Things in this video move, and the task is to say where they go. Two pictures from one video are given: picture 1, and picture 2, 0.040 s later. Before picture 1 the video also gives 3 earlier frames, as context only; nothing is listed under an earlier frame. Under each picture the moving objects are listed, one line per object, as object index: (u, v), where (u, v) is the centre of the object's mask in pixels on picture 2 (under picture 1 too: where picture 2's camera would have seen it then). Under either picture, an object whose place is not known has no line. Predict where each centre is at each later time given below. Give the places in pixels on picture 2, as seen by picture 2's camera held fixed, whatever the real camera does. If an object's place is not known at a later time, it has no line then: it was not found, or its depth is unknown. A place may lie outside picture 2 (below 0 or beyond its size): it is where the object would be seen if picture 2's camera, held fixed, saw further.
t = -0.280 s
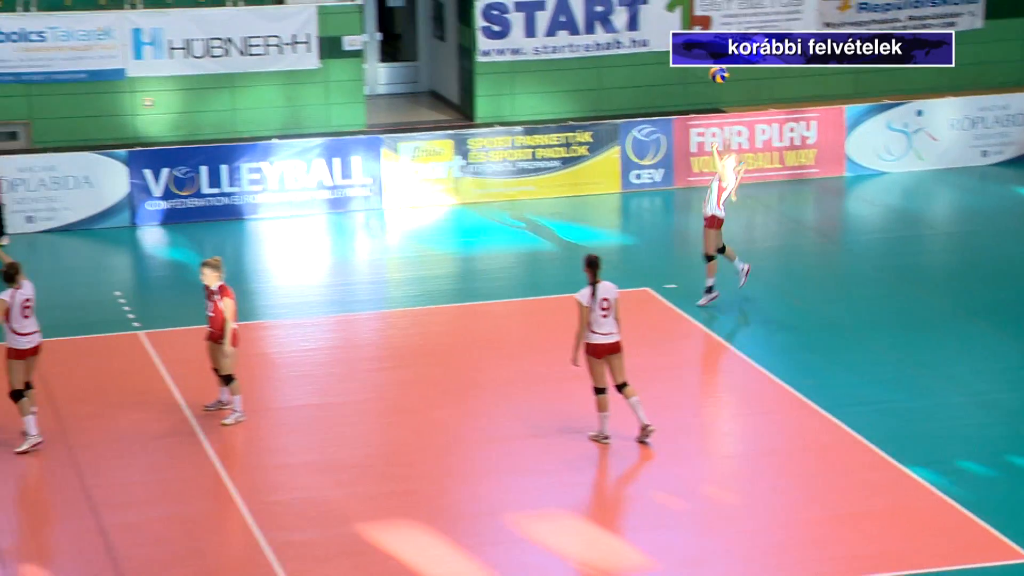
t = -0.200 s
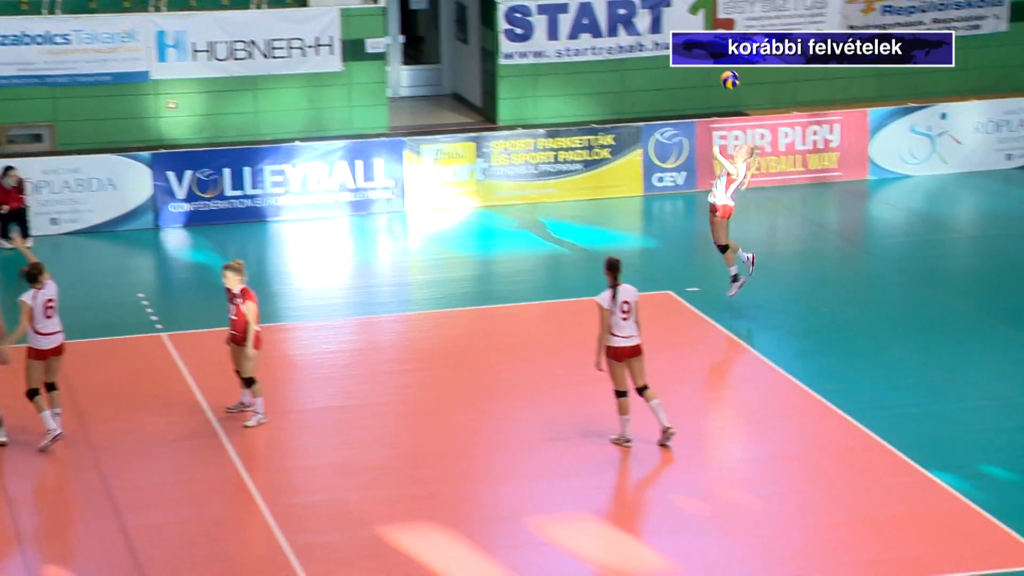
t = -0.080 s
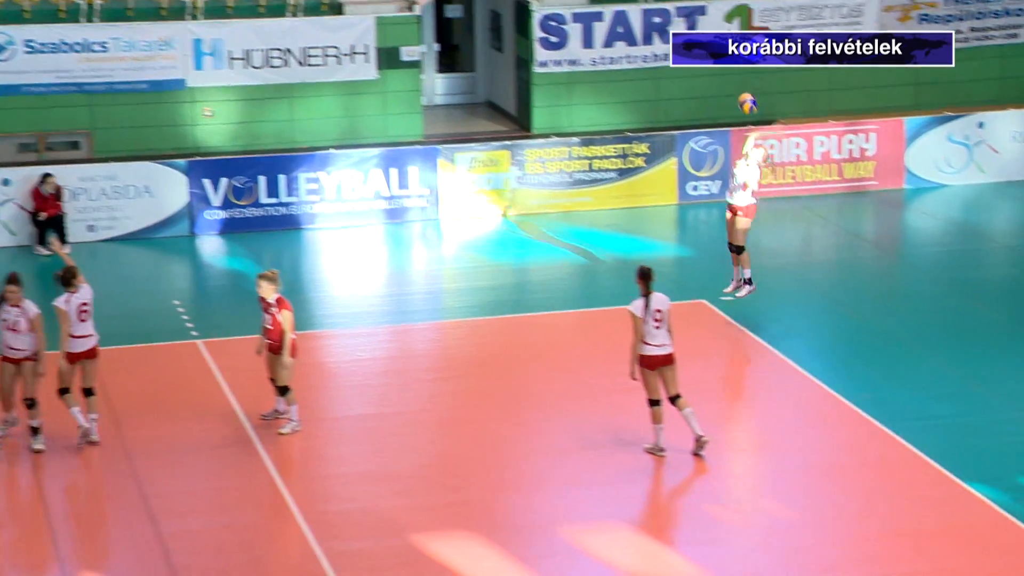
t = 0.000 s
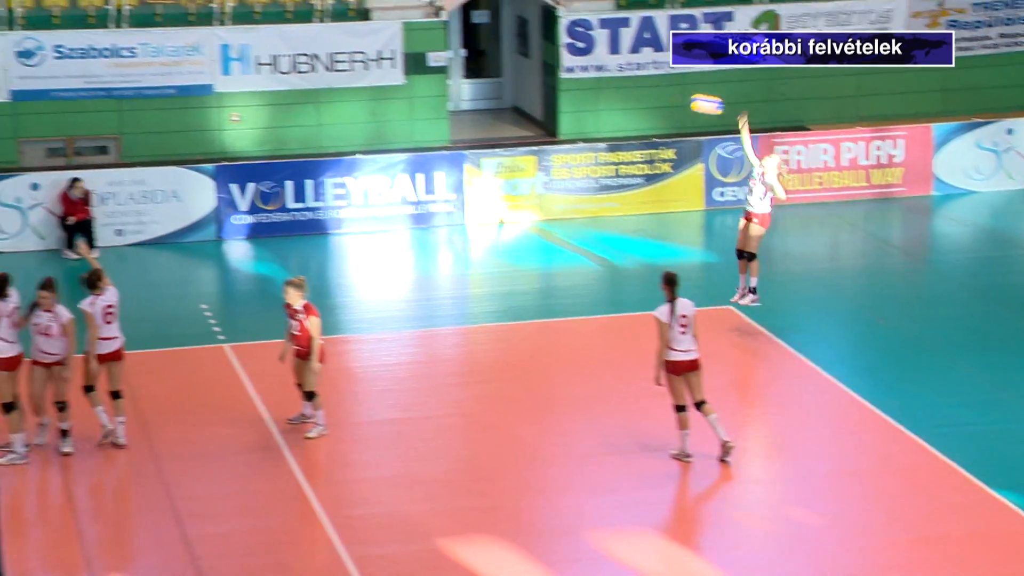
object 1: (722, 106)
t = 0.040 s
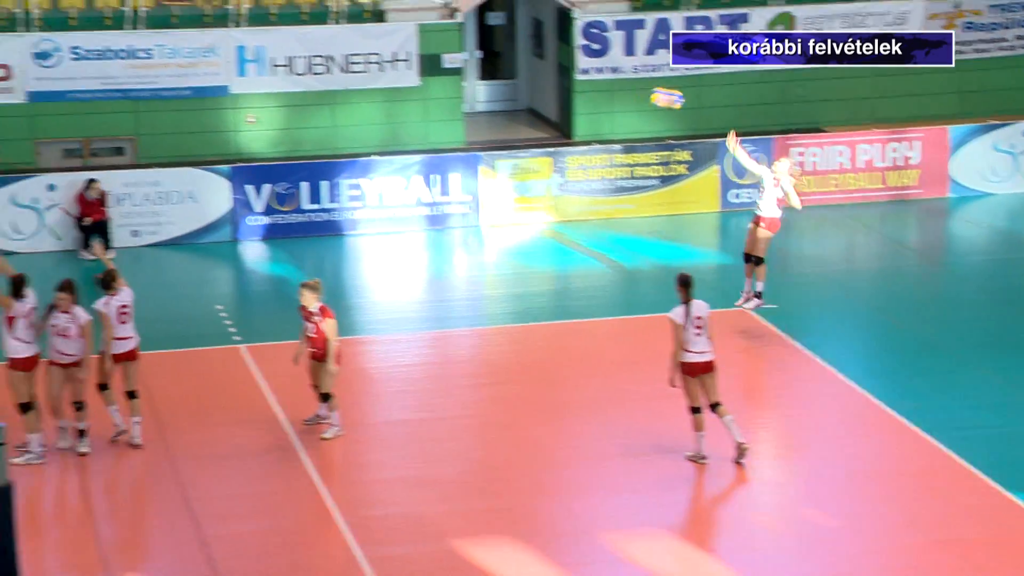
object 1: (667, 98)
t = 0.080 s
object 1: (615, 91)
